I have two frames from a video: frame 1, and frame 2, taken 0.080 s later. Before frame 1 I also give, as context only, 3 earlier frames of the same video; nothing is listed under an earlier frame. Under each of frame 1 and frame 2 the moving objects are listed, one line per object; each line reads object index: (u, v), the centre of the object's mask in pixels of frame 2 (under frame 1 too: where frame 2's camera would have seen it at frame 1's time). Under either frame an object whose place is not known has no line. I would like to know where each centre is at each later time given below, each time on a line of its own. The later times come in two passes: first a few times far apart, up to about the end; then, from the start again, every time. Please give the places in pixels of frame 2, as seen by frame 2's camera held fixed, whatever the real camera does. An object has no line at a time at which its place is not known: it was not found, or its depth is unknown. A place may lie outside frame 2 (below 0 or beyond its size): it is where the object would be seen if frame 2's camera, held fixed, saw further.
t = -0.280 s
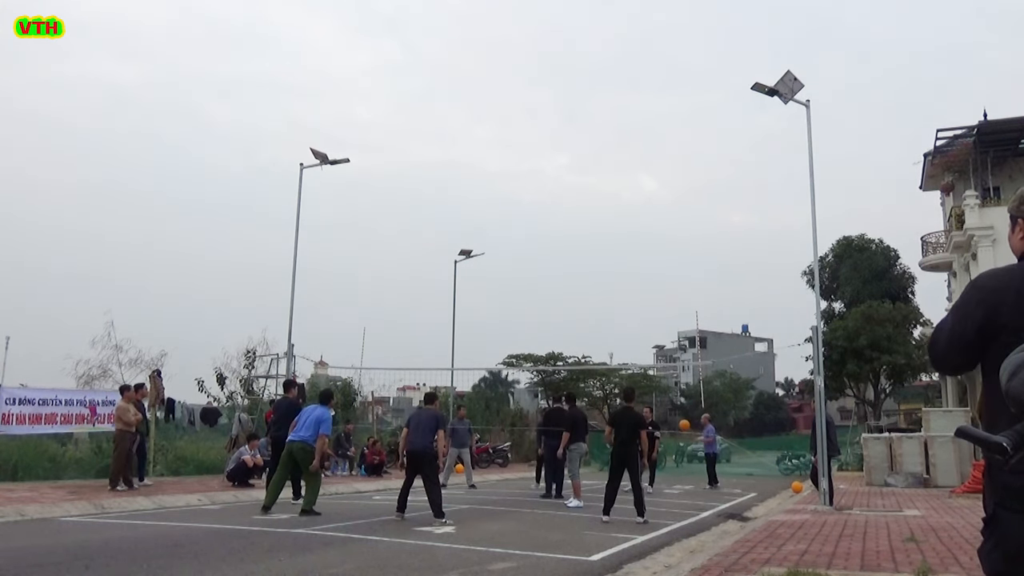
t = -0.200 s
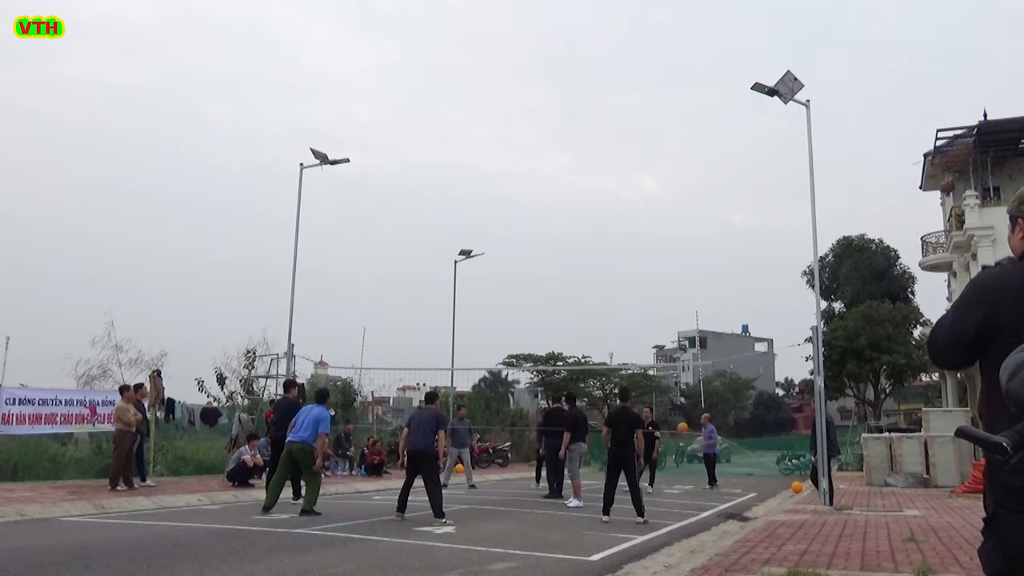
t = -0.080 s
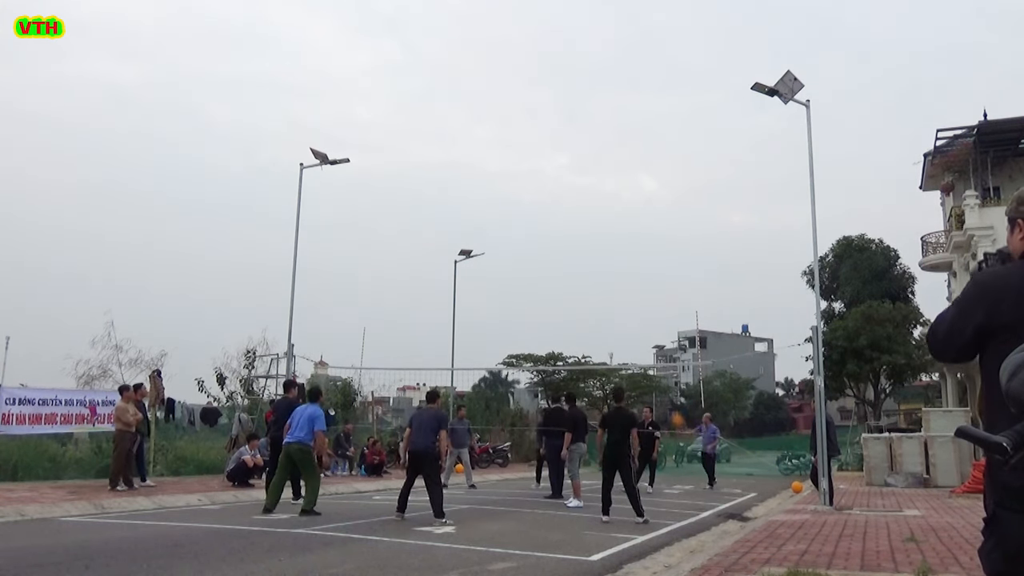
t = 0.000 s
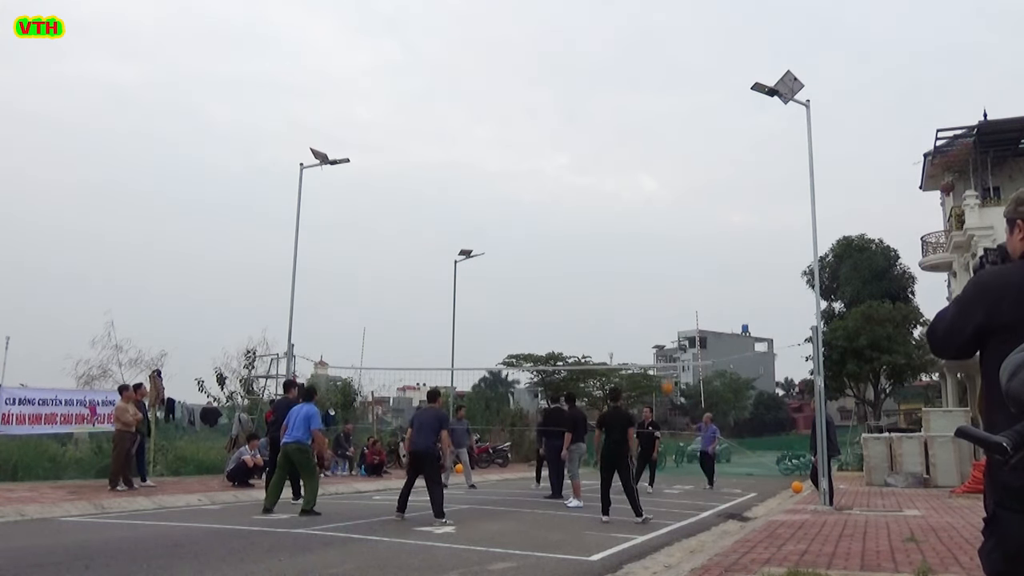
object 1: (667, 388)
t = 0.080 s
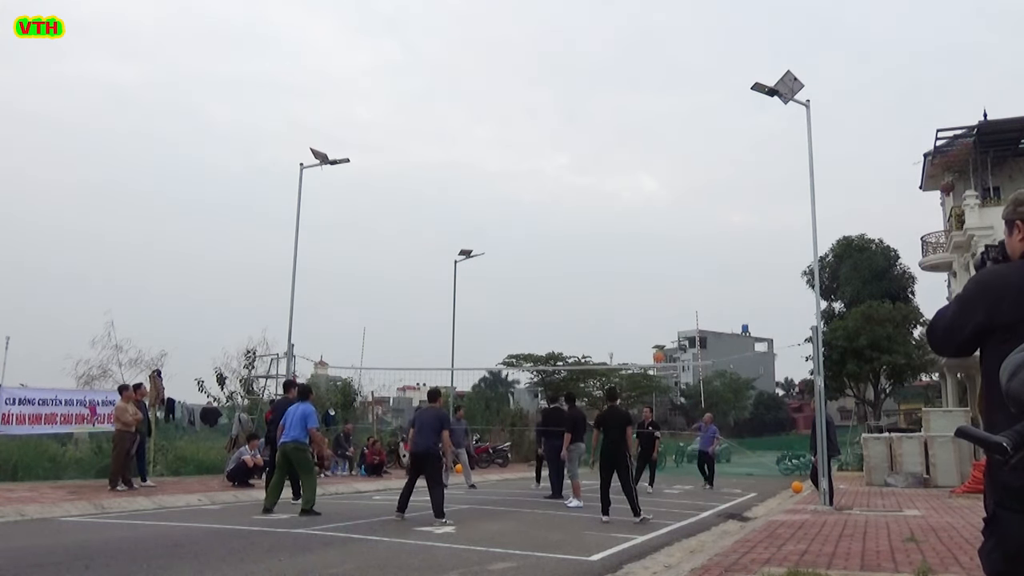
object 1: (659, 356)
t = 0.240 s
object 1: (640, 303)
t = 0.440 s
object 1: (618, 252)
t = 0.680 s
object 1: (588, 215)
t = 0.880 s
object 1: (563, 204)
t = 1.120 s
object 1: (528, 222)
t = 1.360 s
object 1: (488, 283)
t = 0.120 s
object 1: (653, 342)
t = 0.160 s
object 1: (649, 328)
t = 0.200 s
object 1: (645, 315)
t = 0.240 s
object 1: (640, 303)
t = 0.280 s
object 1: (636, 292)
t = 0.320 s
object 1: (632, 281)
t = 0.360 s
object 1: (627, 270)
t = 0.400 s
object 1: (622, 261)
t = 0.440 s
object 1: (618, 252)
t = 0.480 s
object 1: (613, 244)
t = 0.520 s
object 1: (608, 237)
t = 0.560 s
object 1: (603, 230)
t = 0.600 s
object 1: (598, 224)
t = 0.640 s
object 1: (593, 219)
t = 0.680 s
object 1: (588, 215)
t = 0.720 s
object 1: (583, 211)
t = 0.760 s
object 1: (578, 208)
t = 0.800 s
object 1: (573, 206)
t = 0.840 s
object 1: (568, 205)
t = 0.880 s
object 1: (563, 204)
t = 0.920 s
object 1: (557, 205)
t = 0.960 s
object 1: (551, 206)
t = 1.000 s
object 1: (546, 208)
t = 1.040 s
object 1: (540, 212)
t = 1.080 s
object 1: (534, 216)
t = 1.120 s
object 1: (528, 222)
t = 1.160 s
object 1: (521, 229)
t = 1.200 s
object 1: (515, 238)
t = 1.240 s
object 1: (508, 247)
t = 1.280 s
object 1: (502, 258)
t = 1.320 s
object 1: (495, 269)
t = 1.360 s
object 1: (488, 283)
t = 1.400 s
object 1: (480, 297)
